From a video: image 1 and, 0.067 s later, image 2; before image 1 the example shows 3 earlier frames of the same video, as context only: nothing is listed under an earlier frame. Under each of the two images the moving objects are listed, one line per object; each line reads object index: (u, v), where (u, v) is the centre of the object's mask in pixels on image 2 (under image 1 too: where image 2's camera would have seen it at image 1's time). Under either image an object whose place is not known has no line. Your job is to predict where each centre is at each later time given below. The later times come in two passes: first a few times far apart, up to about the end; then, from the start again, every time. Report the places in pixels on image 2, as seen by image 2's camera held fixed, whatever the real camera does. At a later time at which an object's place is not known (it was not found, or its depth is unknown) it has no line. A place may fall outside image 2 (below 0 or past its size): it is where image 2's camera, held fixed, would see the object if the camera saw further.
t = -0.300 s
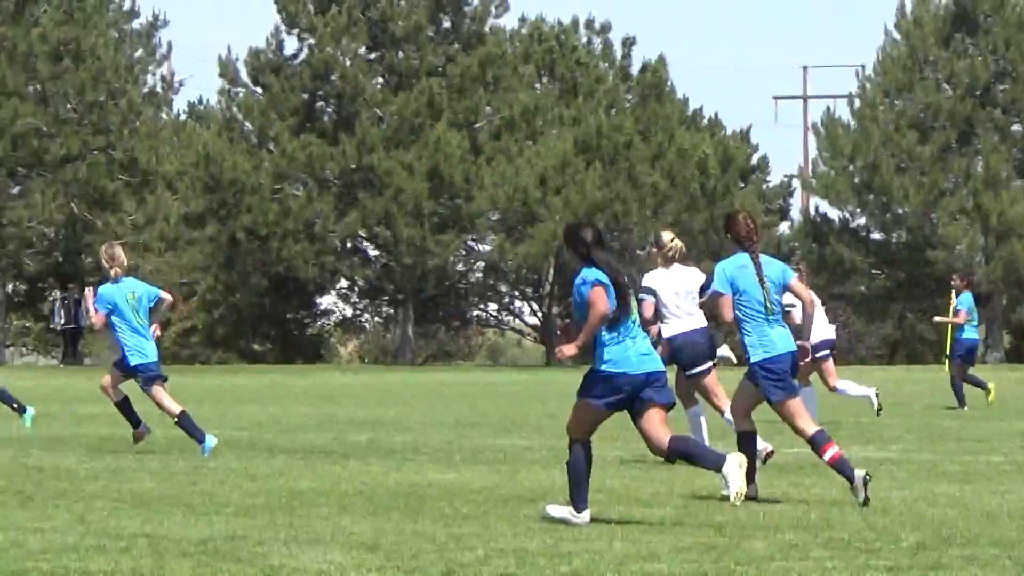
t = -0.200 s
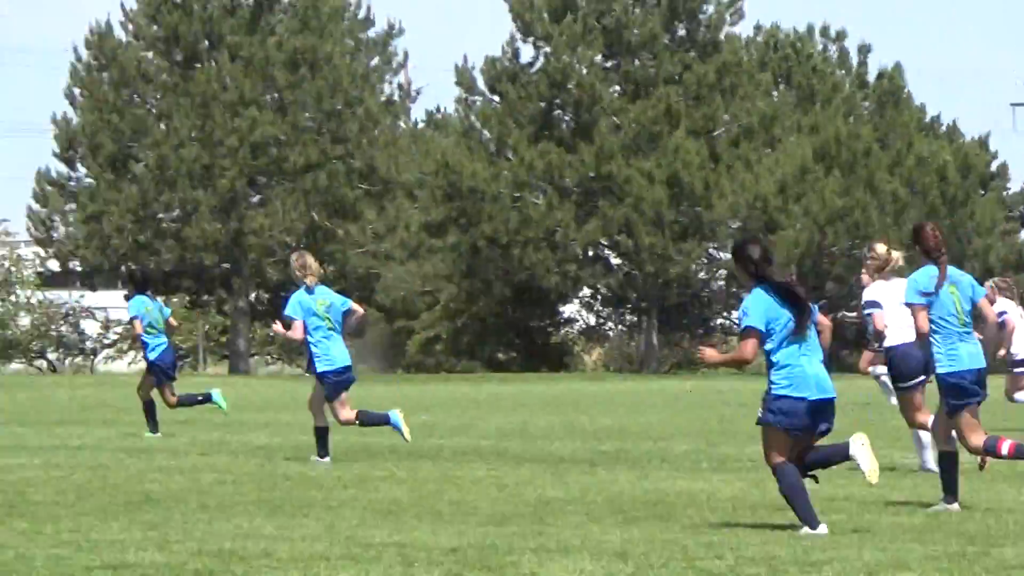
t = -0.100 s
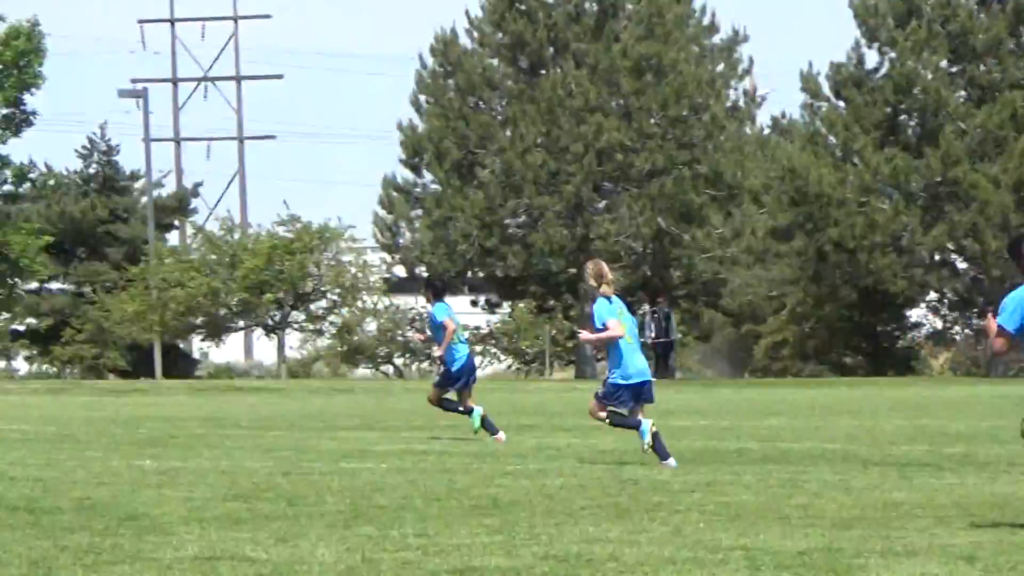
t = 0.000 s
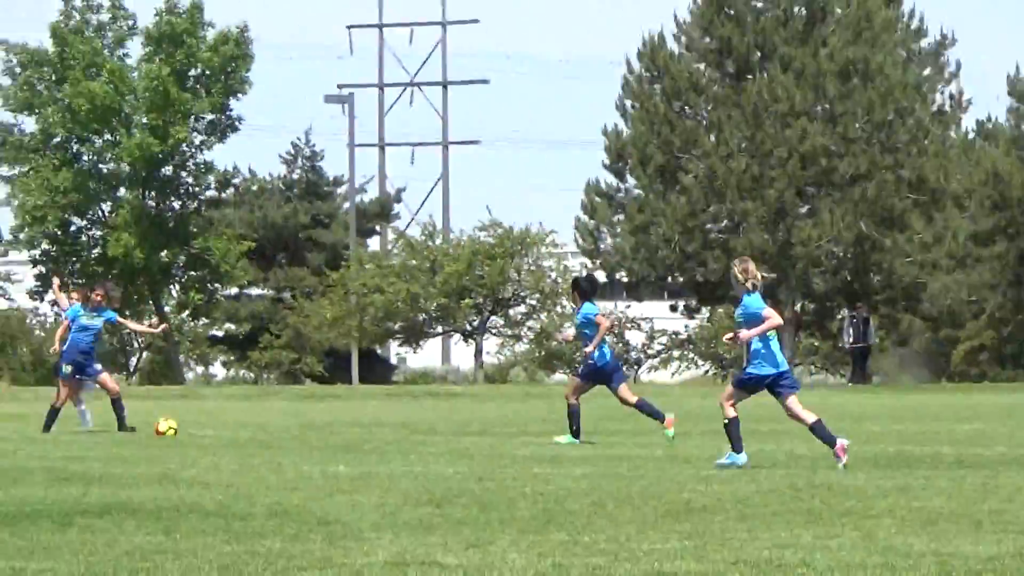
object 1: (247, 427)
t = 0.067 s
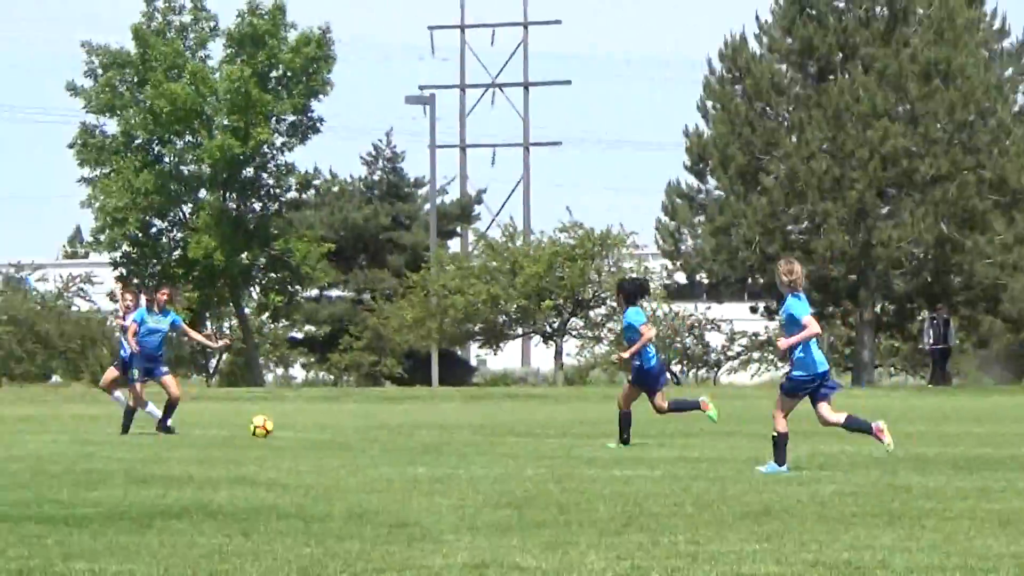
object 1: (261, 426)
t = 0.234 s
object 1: (294, 427)
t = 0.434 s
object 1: (329, 427)
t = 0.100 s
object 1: (268, 424)
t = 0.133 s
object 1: (274, 424)
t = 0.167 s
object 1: (281, 424)
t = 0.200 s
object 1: (287, 425)
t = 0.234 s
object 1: (294, 427)
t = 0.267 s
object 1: (300, 429)
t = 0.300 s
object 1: (306, 431)
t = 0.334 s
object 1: (312, 429)
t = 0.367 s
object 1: (318, 429)
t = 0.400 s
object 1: (324, 427)
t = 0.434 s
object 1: (329, 427)
